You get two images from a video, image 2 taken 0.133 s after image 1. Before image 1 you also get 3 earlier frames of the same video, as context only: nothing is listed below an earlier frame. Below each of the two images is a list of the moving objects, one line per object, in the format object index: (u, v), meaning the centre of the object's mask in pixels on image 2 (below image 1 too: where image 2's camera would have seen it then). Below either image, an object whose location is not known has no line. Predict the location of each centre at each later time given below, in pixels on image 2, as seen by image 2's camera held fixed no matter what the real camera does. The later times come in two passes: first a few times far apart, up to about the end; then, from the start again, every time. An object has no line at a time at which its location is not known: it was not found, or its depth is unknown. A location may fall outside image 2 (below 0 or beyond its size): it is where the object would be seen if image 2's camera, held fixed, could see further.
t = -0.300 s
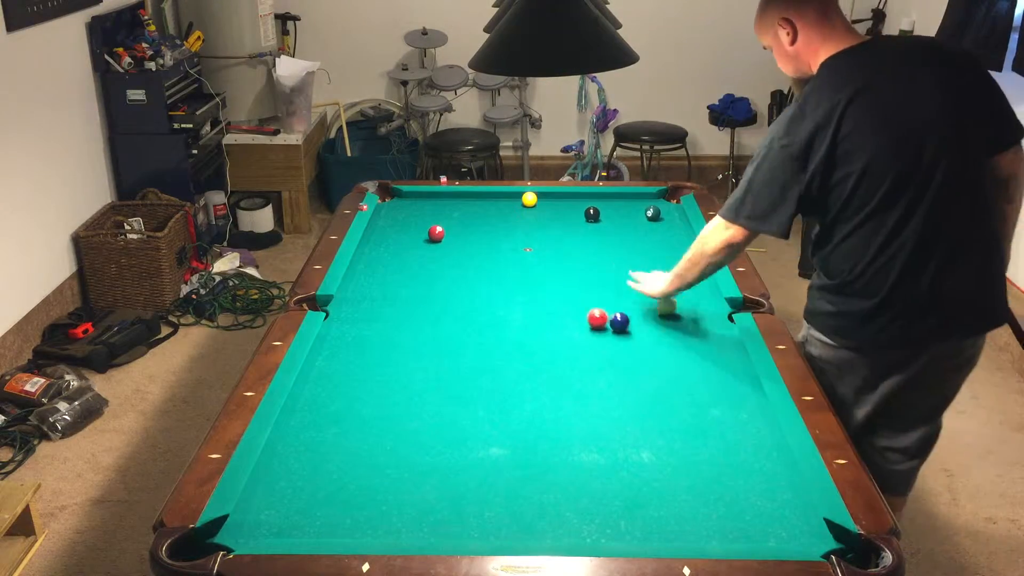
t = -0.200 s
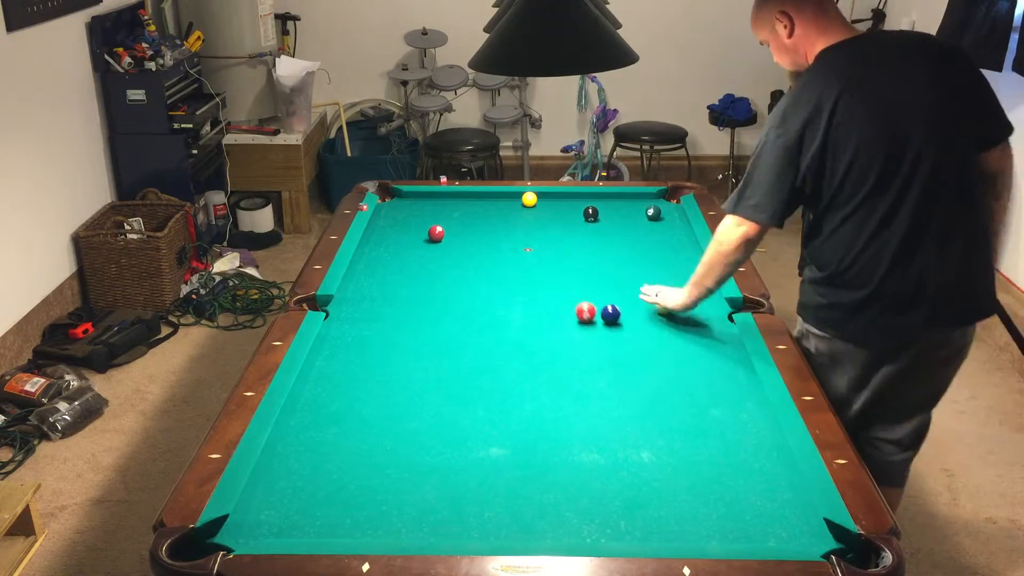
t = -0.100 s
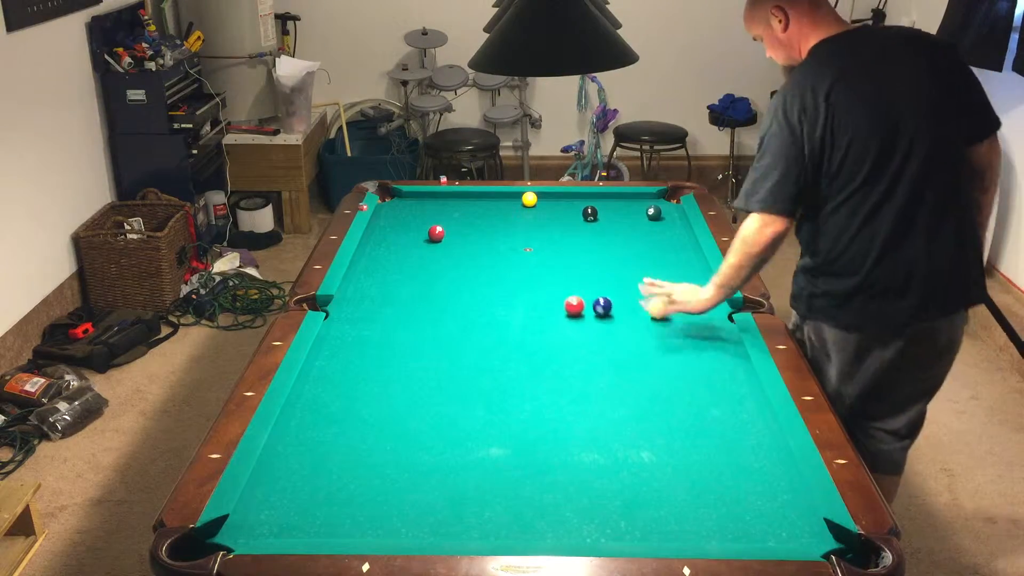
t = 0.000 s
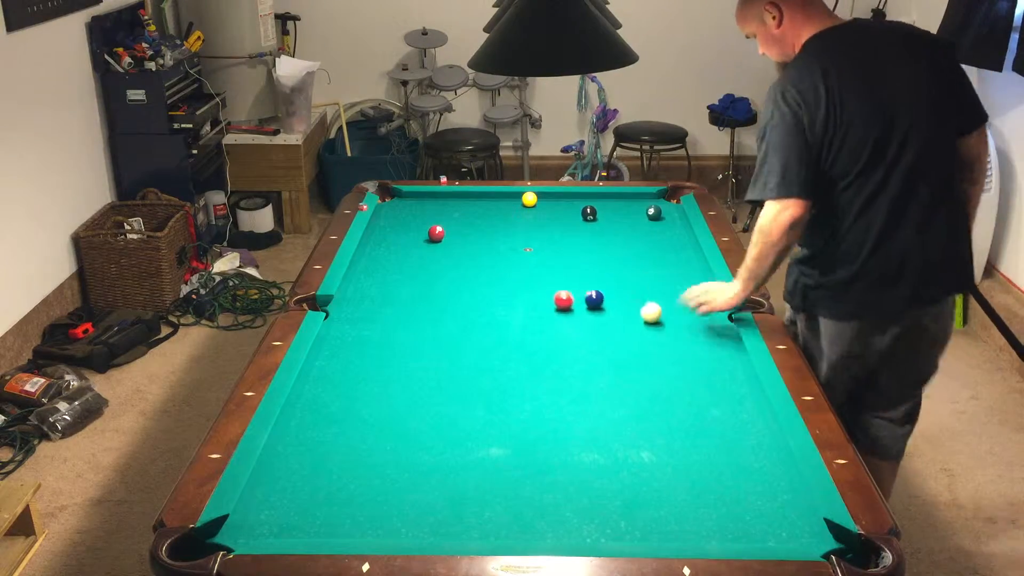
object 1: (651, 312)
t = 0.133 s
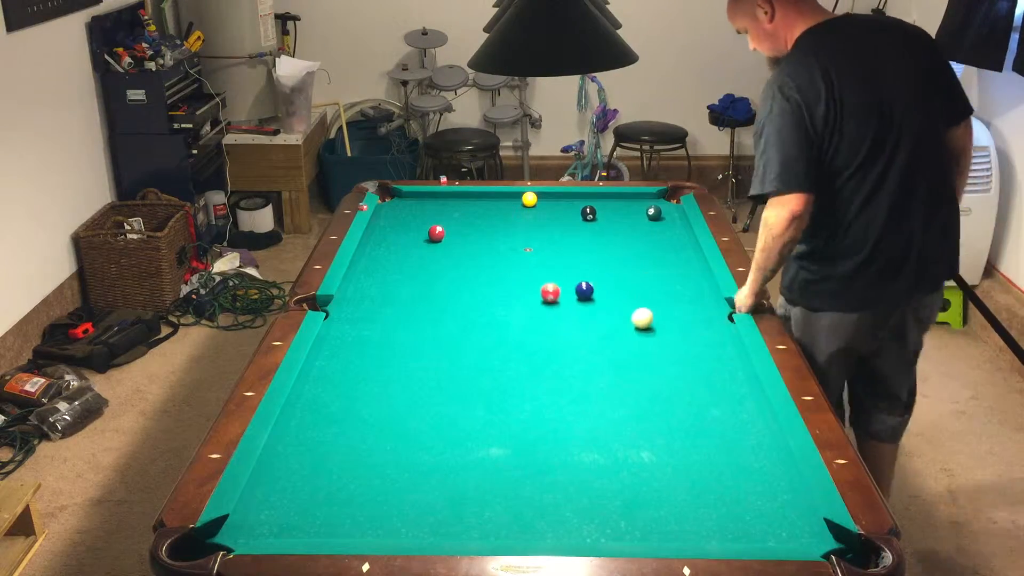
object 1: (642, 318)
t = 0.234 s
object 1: (635, 322)
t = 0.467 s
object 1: (621, 332)
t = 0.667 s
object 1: (608, 341)
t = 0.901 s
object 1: (594, 350)
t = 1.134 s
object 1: (581, 359)
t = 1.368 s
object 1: (568, 368)
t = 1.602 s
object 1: (556, 376)
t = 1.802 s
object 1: (547, 382)
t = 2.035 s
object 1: (537, 389)
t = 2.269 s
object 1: (528, 395)
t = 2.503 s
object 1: (521, 400)
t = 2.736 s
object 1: (514, 404)
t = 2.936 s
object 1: (510, 407)
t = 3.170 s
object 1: (507, 409)
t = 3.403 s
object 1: (505, 410)
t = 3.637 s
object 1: (505, 410)
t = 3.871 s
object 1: (505, 410)
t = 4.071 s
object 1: (505, 410)
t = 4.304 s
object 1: (505, 410)
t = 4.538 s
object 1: (505, 410)
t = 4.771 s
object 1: (505, 410)
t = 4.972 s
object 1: (505, 410)
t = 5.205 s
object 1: (505, 410)
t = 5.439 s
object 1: (505, 410)
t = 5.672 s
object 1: (505, 410)
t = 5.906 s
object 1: (505, 410)
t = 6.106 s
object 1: (505, 410)
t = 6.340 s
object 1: (505, 410)
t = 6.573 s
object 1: (505, 410)
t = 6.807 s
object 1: (505, 410)
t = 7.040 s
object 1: (505, 410)
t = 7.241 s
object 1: (505, 410)
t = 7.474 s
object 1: (505, 410)
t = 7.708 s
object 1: (505, 410)
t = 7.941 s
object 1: (505, 410)
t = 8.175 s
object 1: (505, 410)
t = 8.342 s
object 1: (505, 410)
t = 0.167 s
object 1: (640, 320)
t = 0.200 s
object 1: (637, 321)
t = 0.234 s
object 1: (635, 322)
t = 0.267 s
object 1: (633, 324)
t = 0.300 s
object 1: (631, 325)
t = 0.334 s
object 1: (629, 327)
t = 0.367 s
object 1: (627, 328)
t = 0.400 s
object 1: (625, 329)
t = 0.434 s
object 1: (622, 331)
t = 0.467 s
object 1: (621, 332)
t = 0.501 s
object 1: (618, 334)
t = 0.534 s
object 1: (616, 335)
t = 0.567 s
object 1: (614, 336)
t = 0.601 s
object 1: (612, 338)
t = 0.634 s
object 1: (610, 339)
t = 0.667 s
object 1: (608, 341)
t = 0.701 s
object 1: (606, 342)
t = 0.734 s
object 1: (604, 343)
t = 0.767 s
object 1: (602, 345)
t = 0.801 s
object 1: (600, 346)
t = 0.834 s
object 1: (598, 348)
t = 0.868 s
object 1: (596, 349)
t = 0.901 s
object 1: (594, 350)
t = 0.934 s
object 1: (592, 352)
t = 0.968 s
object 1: (590, 353)
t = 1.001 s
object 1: (589, 354)
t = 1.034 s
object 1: (586, 356)
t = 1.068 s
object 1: (585, 357)
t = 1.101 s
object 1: (583, 358)
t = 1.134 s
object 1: (581, 359)
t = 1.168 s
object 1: (579, 361)
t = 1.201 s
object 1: (577, 362)
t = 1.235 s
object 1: (575, 363)
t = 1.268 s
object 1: (573, 365)
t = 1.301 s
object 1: (572, 366)
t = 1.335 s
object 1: (570, 367)
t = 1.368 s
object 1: (568, 368)
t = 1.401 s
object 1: (566, 369)
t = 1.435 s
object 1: (564, 370)
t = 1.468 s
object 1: (563, 371)
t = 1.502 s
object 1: (561, 373)
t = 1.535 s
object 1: (559, 374)
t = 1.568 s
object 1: (558, 375)
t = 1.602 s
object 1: (556, 376)
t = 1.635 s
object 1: (555, 377)
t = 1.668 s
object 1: (553, 378)
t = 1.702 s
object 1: (552, 379)
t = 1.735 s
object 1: (550, 380)
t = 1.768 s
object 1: (548, 381)
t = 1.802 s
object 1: (547, 382)
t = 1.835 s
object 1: (545, 383)
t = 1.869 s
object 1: (544, 384)
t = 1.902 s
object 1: (542, 385)
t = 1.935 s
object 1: (541, 386)
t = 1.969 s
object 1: (540, 387)
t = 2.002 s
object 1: (538, 388)
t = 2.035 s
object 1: (537, 389)
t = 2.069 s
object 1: (536, 390)
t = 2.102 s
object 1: (534, 391)
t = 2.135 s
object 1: (533, 392)
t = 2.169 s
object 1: (532, 393)
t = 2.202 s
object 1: (531, 393)
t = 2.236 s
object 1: (529, 394)
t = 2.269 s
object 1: (528, 395)
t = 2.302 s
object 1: (527, 396)
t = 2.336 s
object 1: (526, 397)
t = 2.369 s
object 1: (525, 397)
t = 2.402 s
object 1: (524, 398)
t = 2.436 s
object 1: (523, 399)
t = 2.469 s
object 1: (522, 399)
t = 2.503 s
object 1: (521, 400)
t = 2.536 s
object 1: (520, 401)
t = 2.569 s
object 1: (519, 401)
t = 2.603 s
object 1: (518, 402)
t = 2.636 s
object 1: (517, 402)
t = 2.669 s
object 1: (516, 403)
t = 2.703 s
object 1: (515, 404)
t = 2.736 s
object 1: (514, 404)
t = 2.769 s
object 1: (514, 405)
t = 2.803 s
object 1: (513, 405)
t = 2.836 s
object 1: (512, 406)
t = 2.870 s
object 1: (511, 406)
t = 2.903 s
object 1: (511, 406)
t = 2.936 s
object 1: (510, 407)
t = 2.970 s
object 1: (510, 407)
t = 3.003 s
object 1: (509, 407)
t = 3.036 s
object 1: (509, 408)
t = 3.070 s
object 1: (508, 408)
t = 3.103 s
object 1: (507, 408)
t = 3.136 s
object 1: (507, 409)
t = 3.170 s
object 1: (507, 409)
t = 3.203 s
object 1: (506, 409)
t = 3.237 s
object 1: (506, 409)
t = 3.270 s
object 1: (506, 410)
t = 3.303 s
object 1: (505, 410)
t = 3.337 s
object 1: (505, 410)
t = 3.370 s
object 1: (505, 410)
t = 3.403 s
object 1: (505, 410)
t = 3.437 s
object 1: (505, 410)
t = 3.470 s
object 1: (505, 410)
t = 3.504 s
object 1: (505, 410)
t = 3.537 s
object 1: (505, 410)
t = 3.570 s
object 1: (505, 410)
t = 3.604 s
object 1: (505, 410)
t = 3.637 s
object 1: (505, 410)
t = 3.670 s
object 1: (505, 410)
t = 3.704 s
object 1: (505, 410)
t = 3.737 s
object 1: (505, 410)
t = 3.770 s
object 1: (505, 410)
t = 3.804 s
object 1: (505, 410)
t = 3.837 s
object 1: (505, 410)
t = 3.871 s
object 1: (505, 410)
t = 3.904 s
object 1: (505, 410)
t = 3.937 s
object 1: (505, 410)
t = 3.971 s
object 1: (505, 410)
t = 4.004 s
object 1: (505, 410)
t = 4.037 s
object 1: (505, 410)
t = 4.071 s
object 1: (505, 410)
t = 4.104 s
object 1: (505, 410)
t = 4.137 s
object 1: (505, 410)
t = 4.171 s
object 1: (505, 410)
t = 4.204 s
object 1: (505, 410)
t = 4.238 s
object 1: (505, 410)
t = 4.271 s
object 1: (505, 410)
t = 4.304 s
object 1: (505, 410)
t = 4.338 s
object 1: (505, 410)
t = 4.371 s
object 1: (505, 410)
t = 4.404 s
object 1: (505, 410)
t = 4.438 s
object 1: (505, 410)
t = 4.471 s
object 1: (505, 410)
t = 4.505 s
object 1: (505, 410)
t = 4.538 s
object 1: (505, 410)
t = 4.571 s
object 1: (505, 410)
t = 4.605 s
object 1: (505, 410)
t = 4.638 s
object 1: (505, 410)
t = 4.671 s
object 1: (505, 410)
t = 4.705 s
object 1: (505, 410)
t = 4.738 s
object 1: (505, 410)
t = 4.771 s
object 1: (505, 410)
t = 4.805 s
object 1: (505, 410)
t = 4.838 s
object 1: (505, 410)
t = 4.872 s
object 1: (505, 410)
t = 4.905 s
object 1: (505, 410)
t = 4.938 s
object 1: (505, 410)
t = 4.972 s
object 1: (505, 410)
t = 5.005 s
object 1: (505, 410)
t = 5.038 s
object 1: (505, 410)
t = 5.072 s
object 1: (505, 410)
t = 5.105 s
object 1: (505, 410)
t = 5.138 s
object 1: (505, 410)
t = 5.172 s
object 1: (505, 410)
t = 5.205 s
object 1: (505, 410)
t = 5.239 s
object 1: (505, 410)
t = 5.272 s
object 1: (505, 410)
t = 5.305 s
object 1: (505, 410)
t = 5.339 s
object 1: (505, 410)
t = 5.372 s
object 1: (505, 410)
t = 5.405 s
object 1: (505, 410)
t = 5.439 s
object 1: (505, 410)
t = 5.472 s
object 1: (505, 410)
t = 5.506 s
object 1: (505, 410)
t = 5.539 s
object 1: (505, 410)
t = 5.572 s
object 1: (505, 410)
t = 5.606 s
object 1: (505, 410)
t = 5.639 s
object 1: (505, 410)
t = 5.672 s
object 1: (505, 410)
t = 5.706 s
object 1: (505, 410)
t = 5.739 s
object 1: (505, 410)
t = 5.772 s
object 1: (505, 410)
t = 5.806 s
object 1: (505, 410)
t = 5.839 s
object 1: (505, 410)
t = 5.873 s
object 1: (505, 410)
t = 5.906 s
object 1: (505, 410)
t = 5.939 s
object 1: (505, 410)
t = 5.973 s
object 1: (505, 410)
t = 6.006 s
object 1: (505, 410)
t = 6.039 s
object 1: (505, 410)
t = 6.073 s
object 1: (505, 410)
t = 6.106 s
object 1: (505, 410)
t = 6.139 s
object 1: (505, 410)
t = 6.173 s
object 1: (505, 410)
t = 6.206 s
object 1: (505, 410)
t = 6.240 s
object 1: (505, 410)
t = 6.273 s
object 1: (505, 410)
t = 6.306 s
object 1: (505, 410)
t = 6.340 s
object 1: (505, 410)
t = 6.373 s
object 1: (505, 410)
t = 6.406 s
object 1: (505, 410)
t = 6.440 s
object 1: (505, 410)
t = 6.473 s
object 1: (505, 410)
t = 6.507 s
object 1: (505, 410)
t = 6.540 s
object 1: (505, 410)
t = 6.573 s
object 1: (505, 410)
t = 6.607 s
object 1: (505, 410)
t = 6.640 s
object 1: (505, 410)
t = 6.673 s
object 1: (505, 410)
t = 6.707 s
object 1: (505, 410)
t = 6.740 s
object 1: (505, 410)
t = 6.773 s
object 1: (505, 410)
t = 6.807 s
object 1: (505, 410)
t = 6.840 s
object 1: (505, 410)
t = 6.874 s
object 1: (505, 410)
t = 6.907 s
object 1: (505, 410)
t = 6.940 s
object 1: (505, 410)
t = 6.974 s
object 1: (505, 410)
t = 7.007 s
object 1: (505, 410)
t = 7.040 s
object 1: (505, 410)
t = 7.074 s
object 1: (505, 410)
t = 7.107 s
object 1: (505, 410)
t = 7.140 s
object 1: (505, 410)
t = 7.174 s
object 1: (505, 410)
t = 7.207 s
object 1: (505, 410)
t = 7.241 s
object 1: (505, 410)
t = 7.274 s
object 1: (505, 410)
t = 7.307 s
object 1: (505, 410)
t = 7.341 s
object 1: (505, 410)
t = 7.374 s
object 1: (505, 410)
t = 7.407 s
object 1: (505, 410)
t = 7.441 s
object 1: (505, 410)
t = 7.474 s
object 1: (505, 410)
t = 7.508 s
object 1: (505, 410)
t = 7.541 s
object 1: (505, 410)
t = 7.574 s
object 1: (505, 410)
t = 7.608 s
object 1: (505, 410)
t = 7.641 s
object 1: (505, 410)
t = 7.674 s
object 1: (505, 410)
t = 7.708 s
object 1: (505, 410)
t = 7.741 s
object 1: (505, 410)
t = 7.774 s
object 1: (505, 410)
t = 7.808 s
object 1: (505, 410)
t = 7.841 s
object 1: (505, 410)
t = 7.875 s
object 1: (505, 410)
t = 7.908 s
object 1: (505, 410)
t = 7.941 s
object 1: (505, 410)
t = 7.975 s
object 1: (505, 410)
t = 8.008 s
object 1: (505, 410)
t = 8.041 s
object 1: (505, 410)
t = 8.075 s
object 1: (505, 410)
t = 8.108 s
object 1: (505, 410)
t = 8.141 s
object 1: (505, 410)
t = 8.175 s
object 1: (505, 410)
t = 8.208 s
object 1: (505, 410)
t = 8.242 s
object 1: (505, 410)
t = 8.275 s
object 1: (505, 410)
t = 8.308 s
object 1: (505, 410)
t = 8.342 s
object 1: (505, 410)
